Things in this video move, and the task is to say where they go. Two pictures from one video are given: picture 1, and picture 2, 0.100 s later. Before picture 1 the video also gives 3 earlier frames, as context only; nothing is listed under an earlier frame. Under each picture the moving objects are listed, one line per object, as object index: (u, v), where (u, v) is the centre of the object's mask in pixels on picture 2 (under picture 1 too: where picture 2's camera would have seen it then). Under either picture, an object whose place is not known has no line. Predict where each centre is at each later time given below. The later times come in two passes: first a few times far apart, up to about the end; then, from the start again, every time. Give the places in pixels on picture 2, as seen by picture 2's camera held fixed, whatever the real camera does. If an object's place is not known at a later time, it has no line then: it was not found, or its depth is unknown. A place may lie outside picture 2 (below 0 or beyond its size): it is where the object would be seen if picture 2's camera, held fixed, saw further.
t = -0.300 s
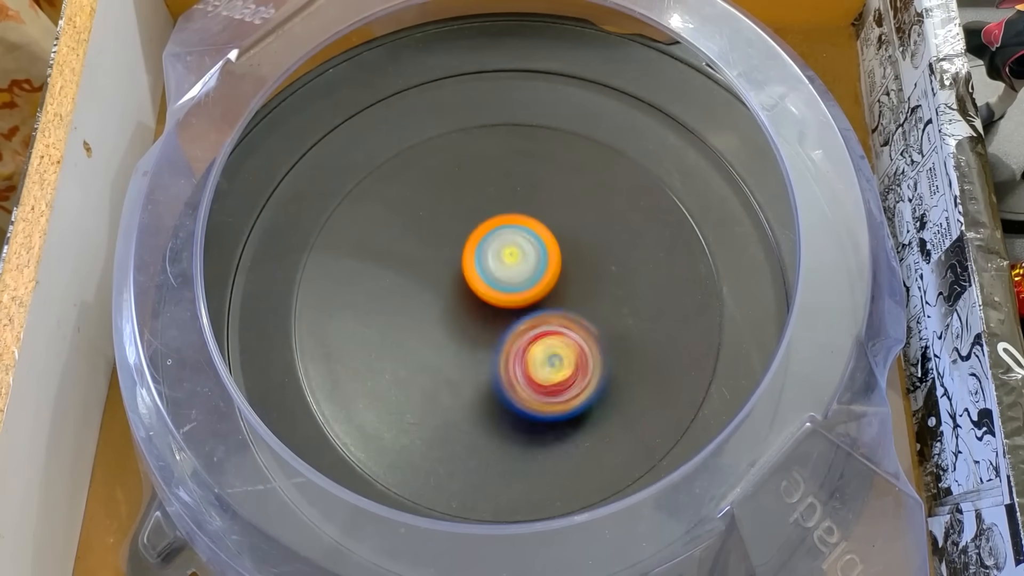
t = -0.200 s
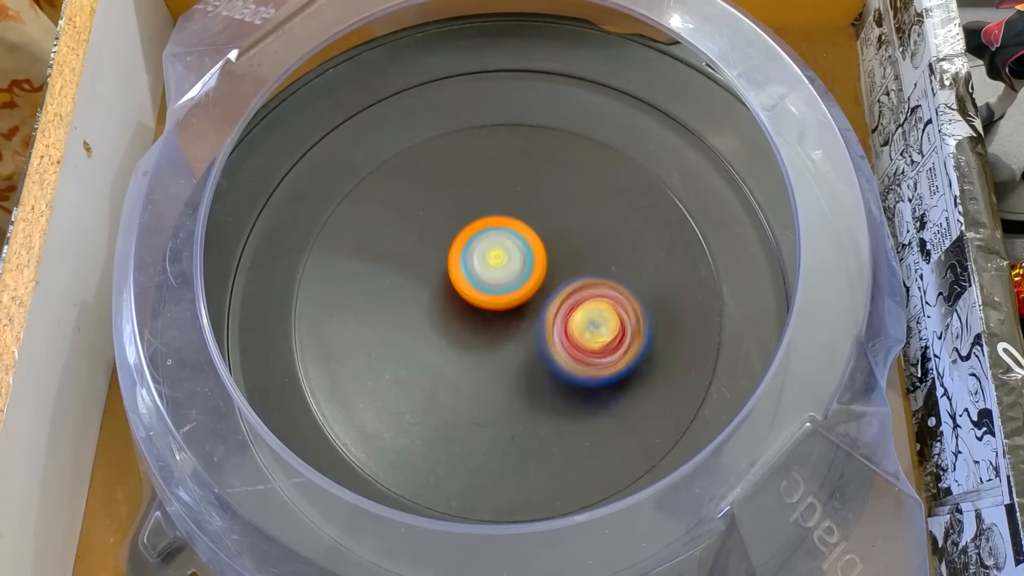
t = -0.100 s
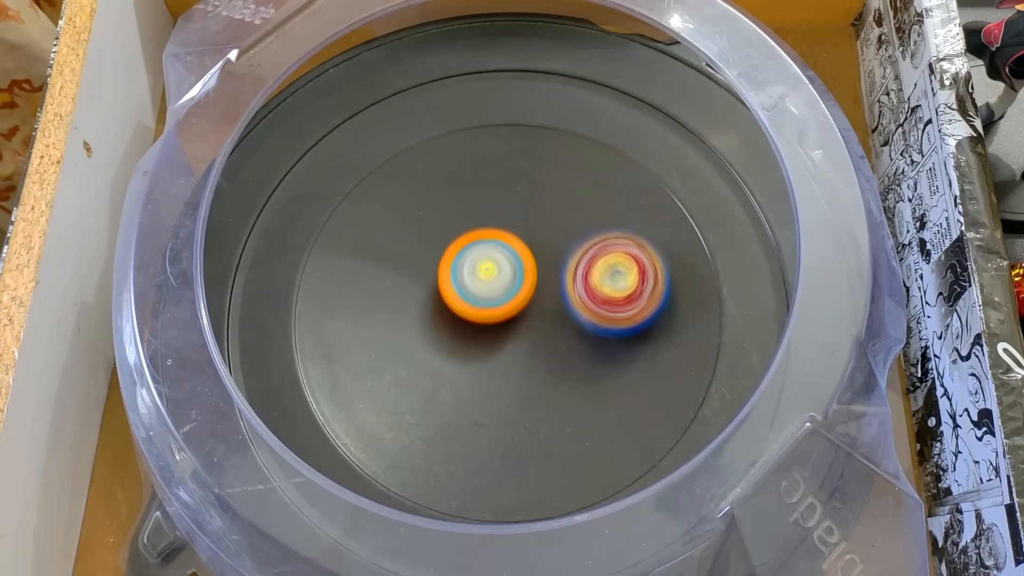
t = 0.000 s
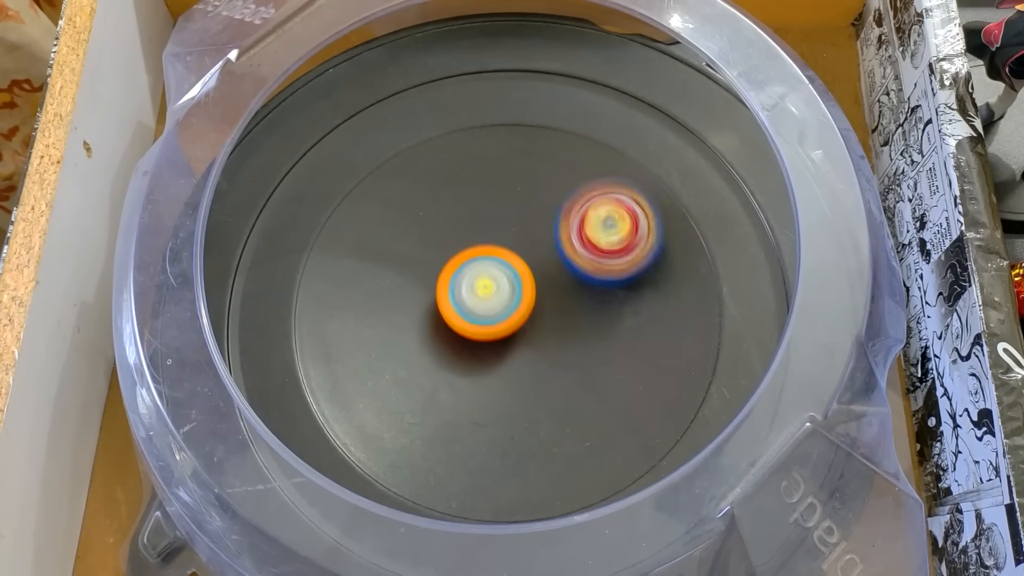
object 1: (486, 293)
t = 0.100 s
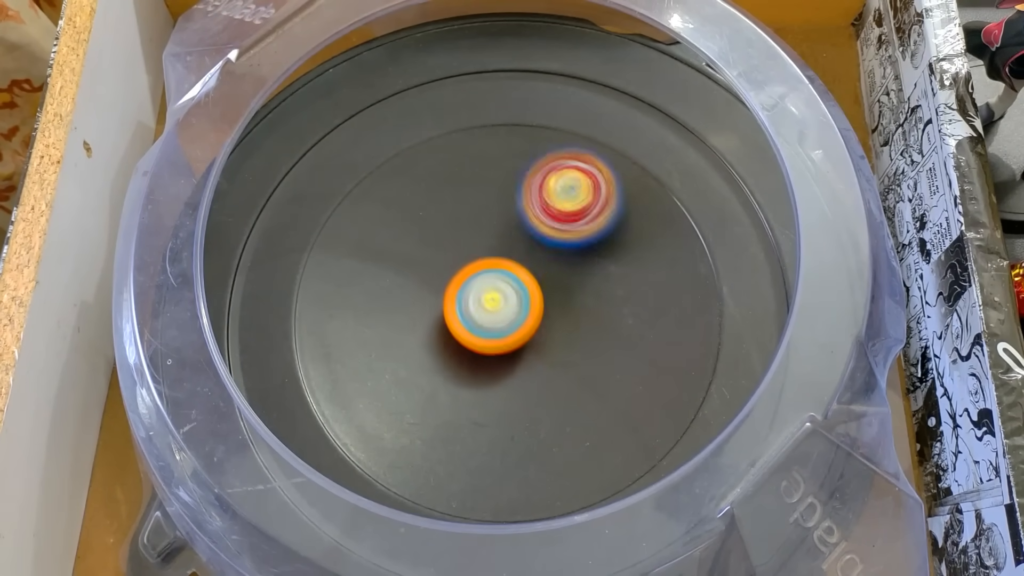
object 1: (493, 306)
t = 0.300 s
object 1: (520, 325)
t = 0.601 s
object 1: (551, 308)
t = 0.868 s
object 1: (522, 275)
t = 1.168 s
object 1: (444, 309)
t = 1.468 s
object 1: (307, 519)
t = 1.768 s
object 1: (274, 531)
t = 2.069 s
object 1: (250, 508)
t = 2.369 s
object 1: (237, 465)
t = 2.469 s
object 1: (254, 440)
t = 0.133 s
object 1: (497, 310)
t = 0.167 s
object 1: (501, 313)
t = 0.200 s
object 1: (505, 315)
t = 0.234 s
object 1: (510, 317)
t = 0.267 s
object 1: (514, 321)
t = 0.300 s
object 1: (520, 325)
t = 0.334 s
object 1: (525, 326)
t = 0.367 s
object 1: (530, 326)
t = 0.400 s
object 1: (535, 325)
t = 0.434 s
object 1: (539, 323)
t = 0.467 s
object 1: (543, 321)
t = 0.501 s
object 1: (547, 318)
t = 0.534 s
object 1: (549, 315)
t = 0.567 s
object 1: (551, 311)
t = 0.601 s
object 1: (551, 308)
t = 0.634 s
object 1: (551, 304)
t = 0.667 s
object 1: (550, 301)
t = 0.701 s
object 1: (548, 298)
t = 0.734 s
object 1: (546, 296)
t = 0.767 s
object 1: (542, 293)
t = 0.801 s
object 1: (538, 291)
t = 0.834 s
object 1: (530, 281)
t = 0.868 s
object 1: (522, 275)
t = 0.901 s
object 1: (514, 274)
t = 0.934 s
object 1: (506, 274)
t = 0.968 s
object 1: (499, 276)
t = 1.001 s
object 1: (492, 280)
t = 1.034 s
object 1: (487, 284)
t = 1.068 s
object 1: (479, 289)
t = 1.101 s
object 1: (462, 295)
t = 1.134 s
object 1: (450, 301)
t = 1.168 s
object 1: (444, 309)
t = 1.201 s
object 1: (441, 318)
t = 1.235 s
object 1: (441, 326)
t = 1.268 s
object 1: (423, 350)
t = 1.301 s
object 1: (391, 387)
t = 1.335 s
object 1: (364, 421)
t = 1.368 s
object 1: (343, 449)
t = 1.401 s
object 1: (328, 478)
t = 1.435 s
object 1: (314, 503)
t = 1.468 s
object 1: (307, 519)
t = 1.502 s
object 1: (303, 527)
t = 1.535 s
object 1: (298, 532)
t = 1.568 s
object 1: (292, 534)
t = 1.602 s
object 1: (286, 536)
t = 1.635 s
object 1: (283, 536)
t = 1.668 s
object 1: (283, 534)
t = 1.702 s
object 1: (281, 533)
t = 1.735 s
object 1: (277, 532)
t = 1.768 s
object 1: (274, 531)
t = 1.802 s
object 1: (271, 529)
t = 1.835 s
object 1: (268, 527)
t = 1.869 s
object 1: (266, 525)
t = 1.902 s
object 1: (263, 523)
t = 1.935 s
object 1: (260, 520)
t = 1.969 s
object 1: (257, 518)
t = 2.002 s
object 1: (255, 515)
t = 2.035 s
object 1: (252, 511)
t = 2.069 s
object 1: (250, 508)
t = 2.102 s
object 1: (248, 504)
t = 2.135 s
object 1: (246, 500)
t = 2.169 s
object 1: (245, 496)
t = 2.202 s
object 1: (243, 491)
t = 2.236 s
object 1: (242, 487)
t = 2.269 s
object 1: (243, 479)
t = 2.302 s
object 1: (239, 476)
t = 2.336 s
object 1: (238, 471)
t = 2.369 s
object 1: (237, 465)
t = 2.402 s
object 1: (246, 451)
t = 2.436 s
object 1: (248, 445)
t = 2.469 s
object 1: (254, 440)
